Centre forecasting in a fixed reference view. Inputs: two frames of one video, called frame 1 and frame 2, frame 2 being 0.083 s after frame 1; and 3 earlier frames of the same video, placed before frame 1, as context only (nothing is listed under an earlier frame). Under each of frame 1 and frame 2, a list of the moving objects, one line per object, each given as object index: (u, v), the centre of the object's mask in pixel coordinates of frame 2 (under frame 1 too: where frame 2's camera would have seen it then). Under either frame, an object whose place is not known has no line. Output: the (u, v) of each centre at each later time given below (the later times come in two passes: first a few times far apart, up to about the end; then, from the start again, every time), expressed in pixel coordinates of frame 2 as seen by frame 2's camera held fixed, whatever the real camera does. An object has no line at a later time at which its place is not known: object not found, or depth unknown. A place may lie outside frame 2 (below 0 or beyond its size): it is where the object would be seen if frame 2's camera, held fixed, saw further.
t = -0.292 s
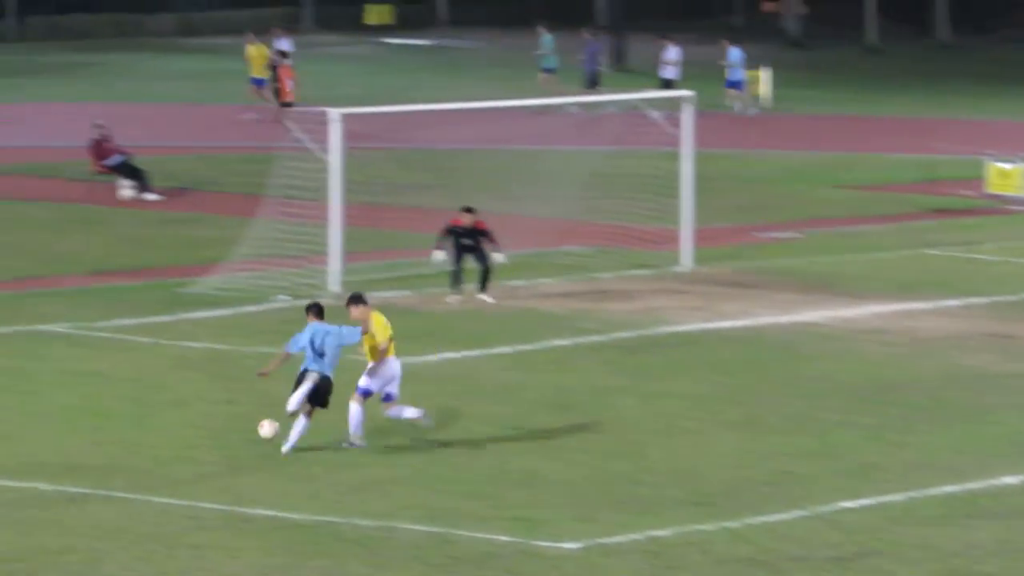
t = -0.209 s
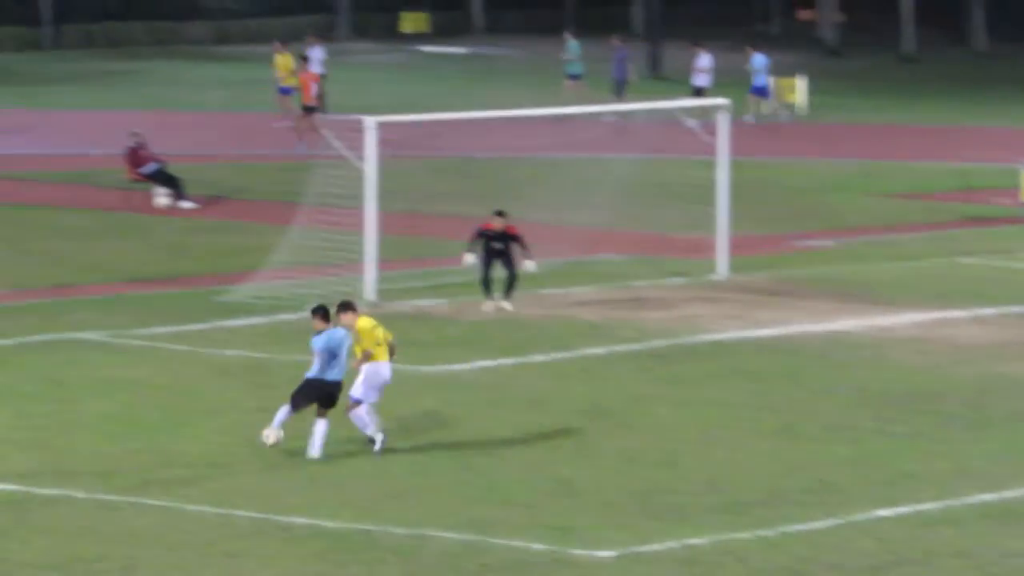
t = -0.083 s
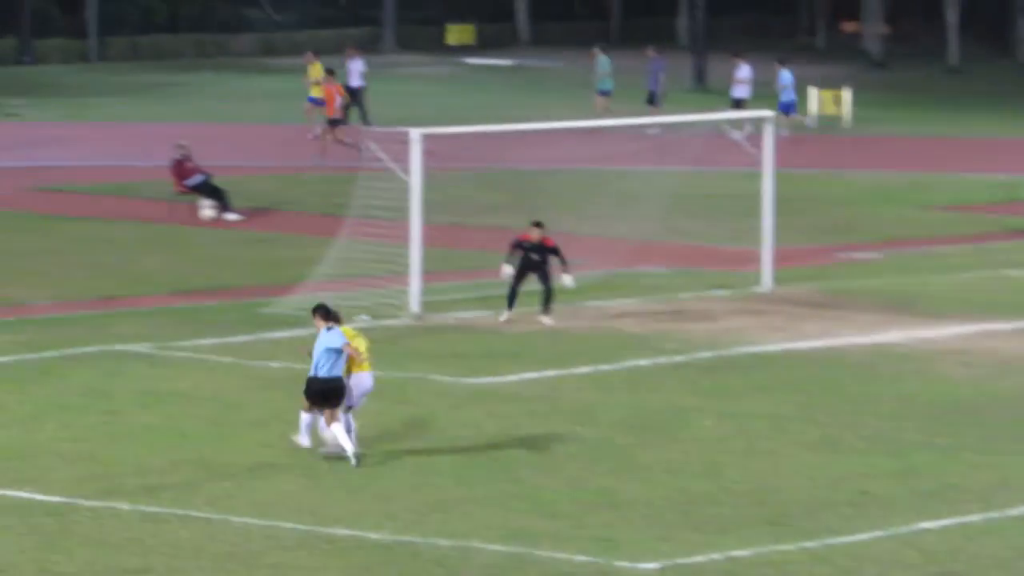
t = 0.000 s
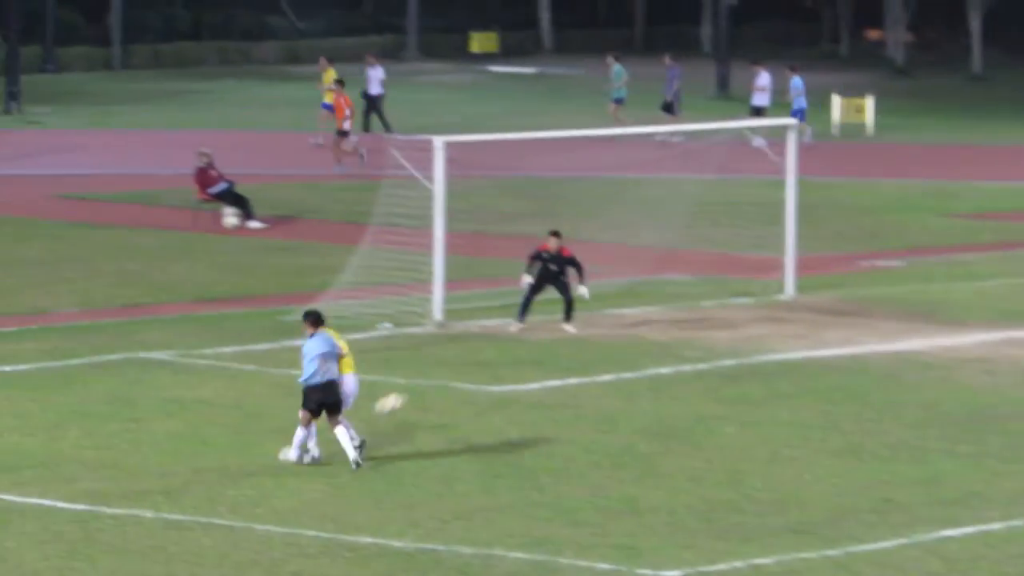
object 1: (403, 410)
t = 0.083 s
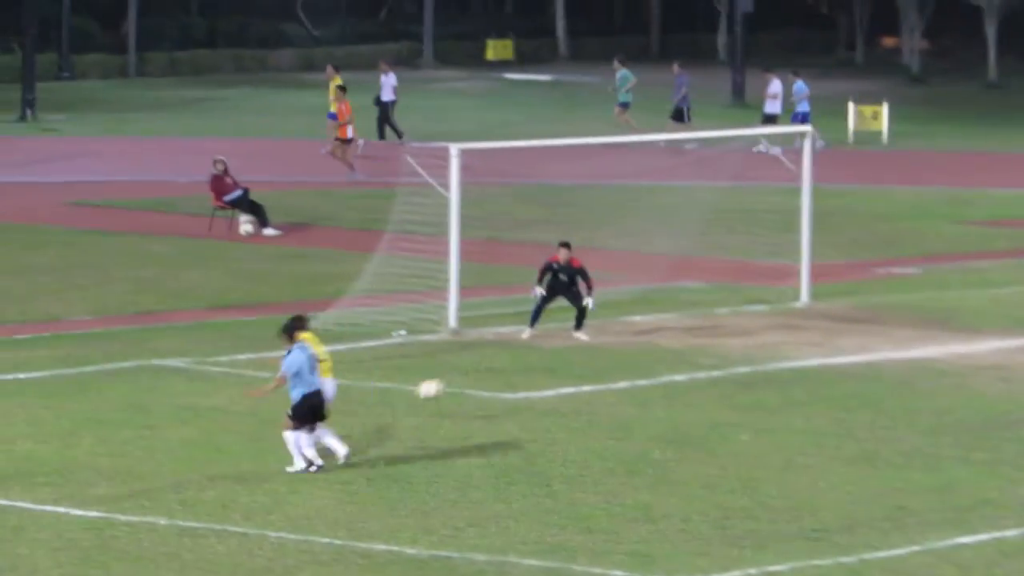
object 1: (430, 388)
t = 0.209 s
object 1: (466, 376)
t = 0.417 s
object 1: (514, 354)
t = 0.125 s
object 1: (442, 382)
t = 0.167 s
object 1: (454, 378)
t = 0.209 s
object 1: (466, 376)
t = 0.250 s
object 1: (477, 377)
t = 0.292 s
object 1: (489, 379)
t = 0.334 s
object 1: (498, 371)
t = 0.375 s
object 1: (506, 361)
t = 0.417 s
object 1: (514, 354)
